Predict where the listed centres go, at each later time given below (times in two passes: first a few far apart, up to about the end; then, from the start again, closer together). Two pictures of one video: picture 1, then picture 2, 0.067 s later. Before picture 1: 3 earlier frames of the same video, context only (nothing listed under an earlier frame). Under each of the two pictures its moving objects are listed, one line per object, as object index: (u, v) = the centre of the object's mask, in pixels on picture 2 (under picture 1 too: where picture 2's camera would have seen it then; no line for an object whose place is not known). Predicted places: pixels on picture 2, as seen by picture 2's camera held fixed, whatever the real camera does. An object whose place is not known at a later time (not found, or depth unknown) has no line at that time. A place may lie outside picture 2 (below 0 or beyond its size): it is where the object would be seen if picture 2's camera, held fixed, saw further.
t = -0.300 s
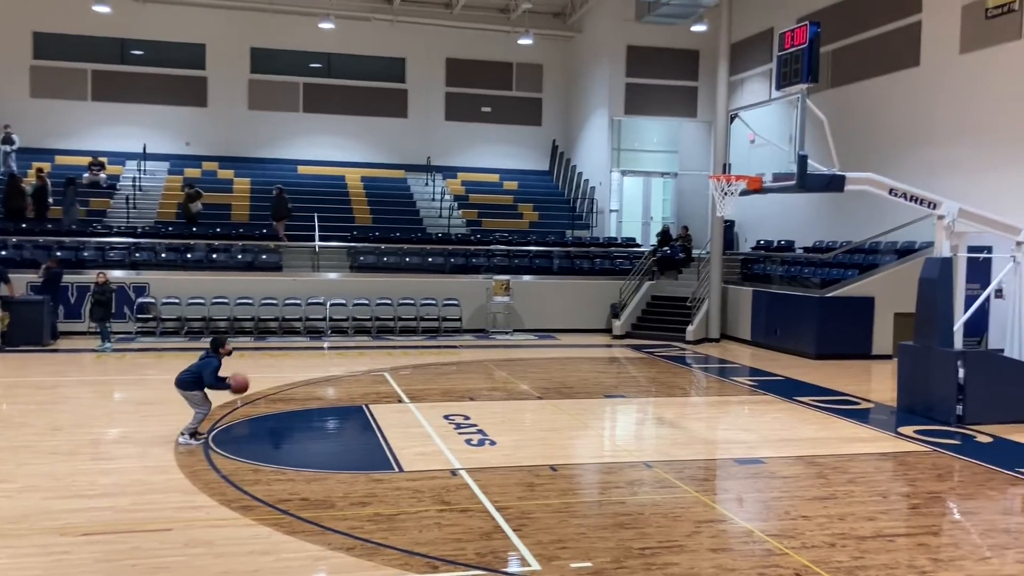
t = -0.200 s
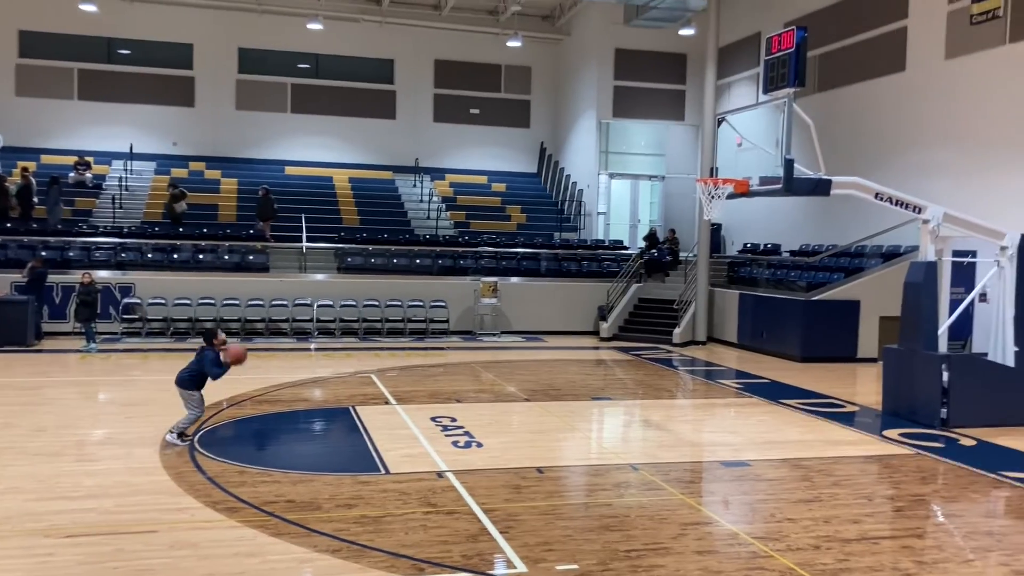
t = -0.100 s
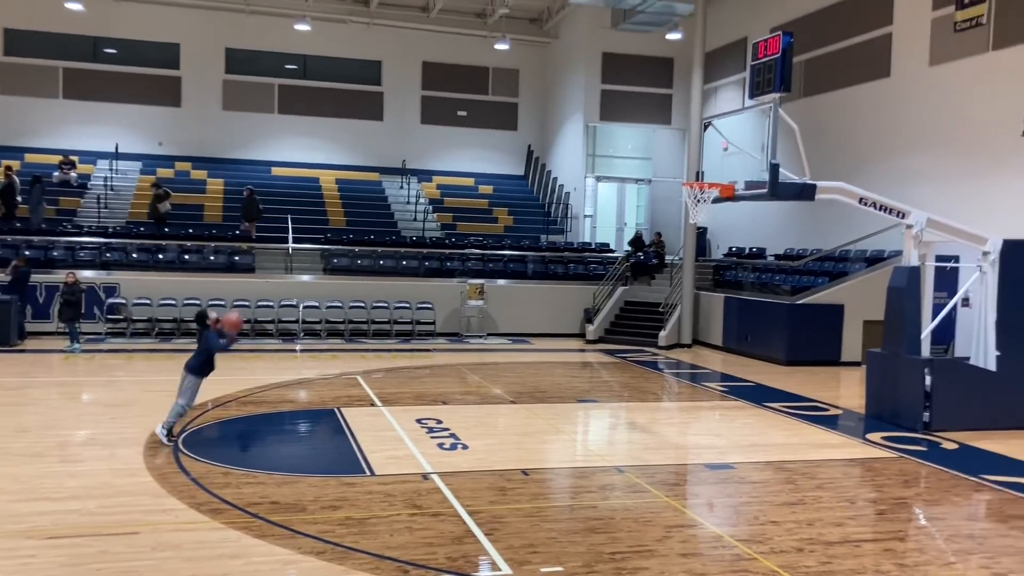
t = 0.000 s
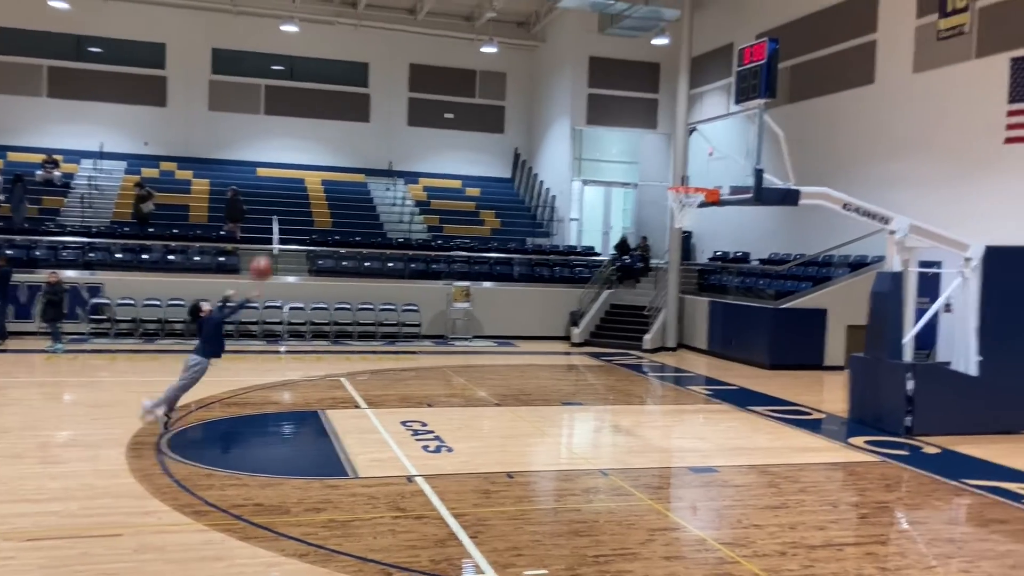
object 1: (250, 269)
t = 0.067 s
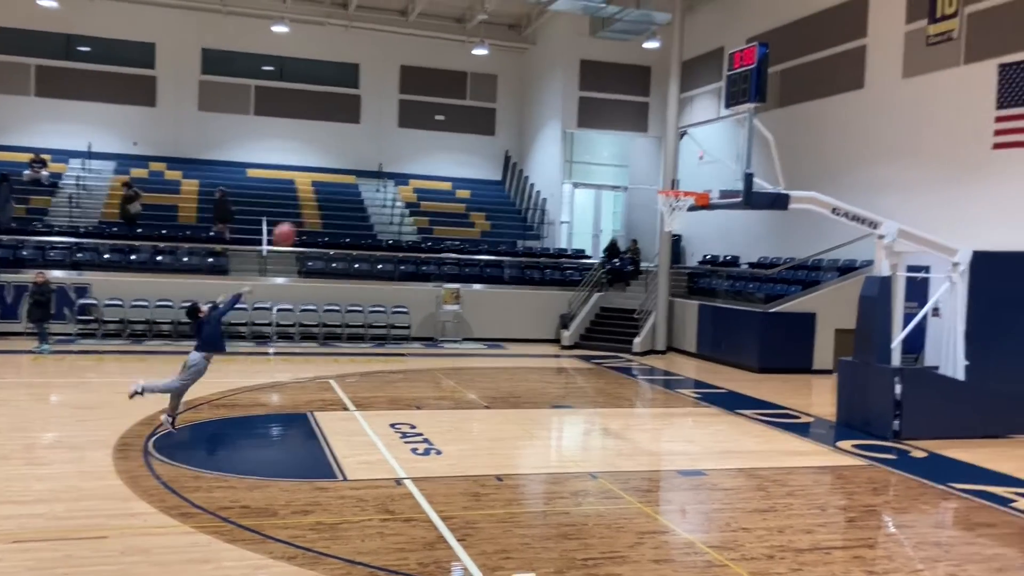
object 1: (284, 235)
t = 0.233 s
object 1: (363, 169)
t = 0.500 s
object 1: (476, 121)
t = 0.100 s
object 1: (299, 218)
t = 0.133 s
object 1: (317, 205)
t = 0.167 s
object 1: (332, 191)
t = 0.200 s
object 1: (347, 180)
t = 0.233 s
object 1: (363, 169)
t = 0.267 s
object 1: (378, 159)
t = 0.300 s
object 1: (393, 150)
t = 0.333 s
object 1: (408, 142)
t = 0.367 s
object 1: (423, 135)
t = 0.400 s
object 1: (436, 130)
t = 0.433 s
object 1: (450, 126)
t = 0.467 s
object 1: (463, 123)
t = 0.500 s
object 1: (476, 121)
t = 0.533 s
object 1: (490, 119)
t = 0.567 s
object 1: (502, 119)
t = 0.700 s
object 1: (552, 126)
